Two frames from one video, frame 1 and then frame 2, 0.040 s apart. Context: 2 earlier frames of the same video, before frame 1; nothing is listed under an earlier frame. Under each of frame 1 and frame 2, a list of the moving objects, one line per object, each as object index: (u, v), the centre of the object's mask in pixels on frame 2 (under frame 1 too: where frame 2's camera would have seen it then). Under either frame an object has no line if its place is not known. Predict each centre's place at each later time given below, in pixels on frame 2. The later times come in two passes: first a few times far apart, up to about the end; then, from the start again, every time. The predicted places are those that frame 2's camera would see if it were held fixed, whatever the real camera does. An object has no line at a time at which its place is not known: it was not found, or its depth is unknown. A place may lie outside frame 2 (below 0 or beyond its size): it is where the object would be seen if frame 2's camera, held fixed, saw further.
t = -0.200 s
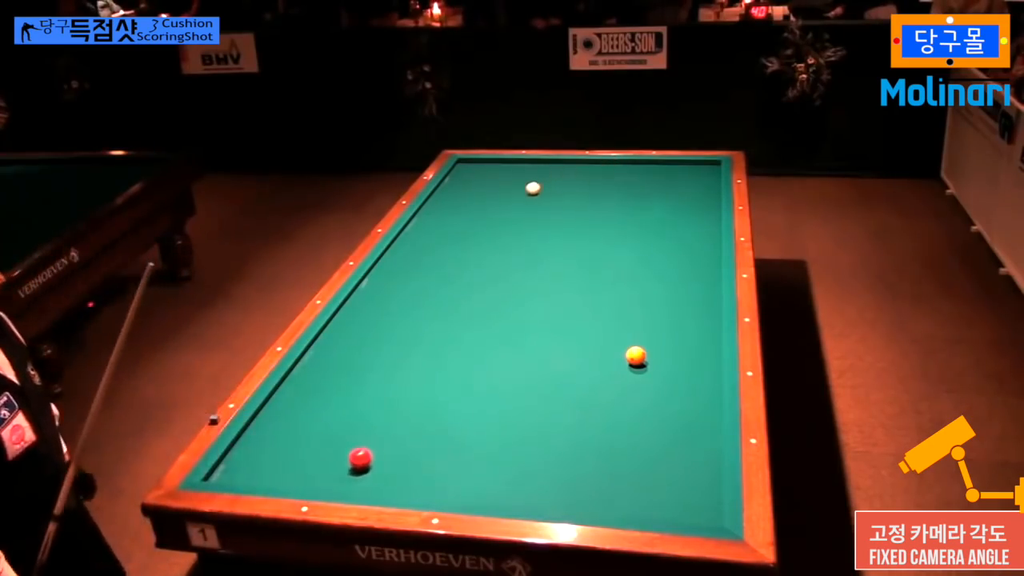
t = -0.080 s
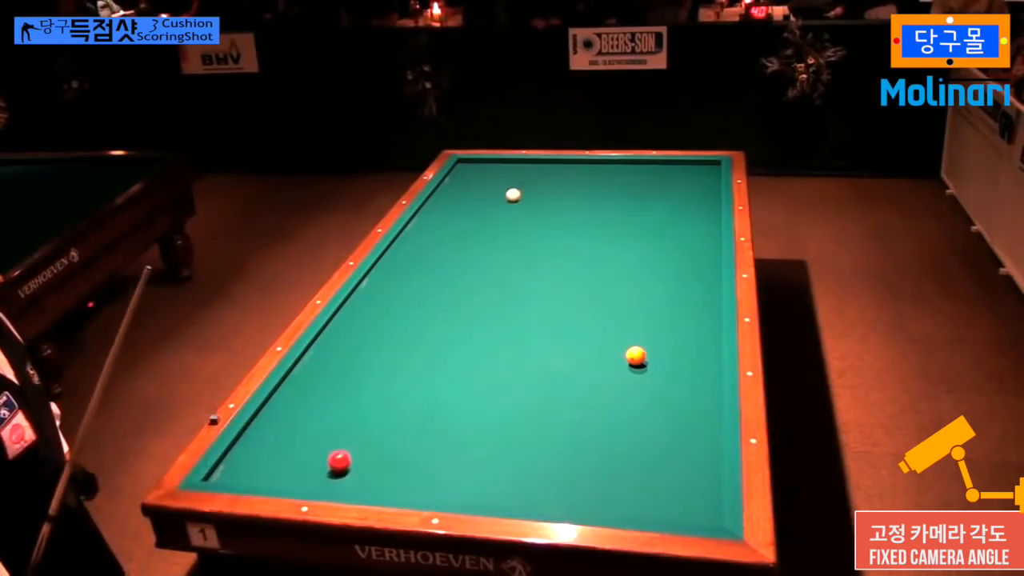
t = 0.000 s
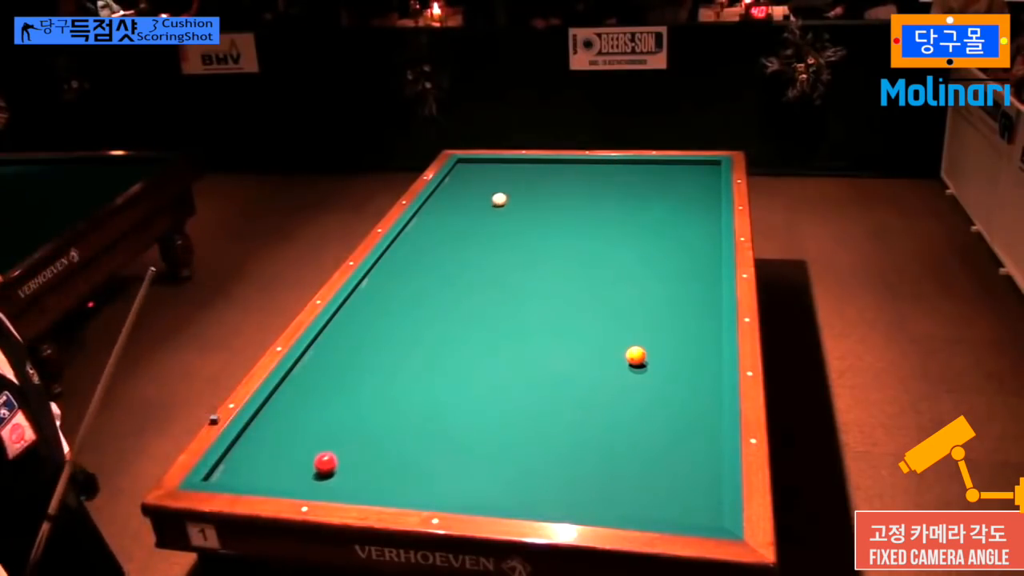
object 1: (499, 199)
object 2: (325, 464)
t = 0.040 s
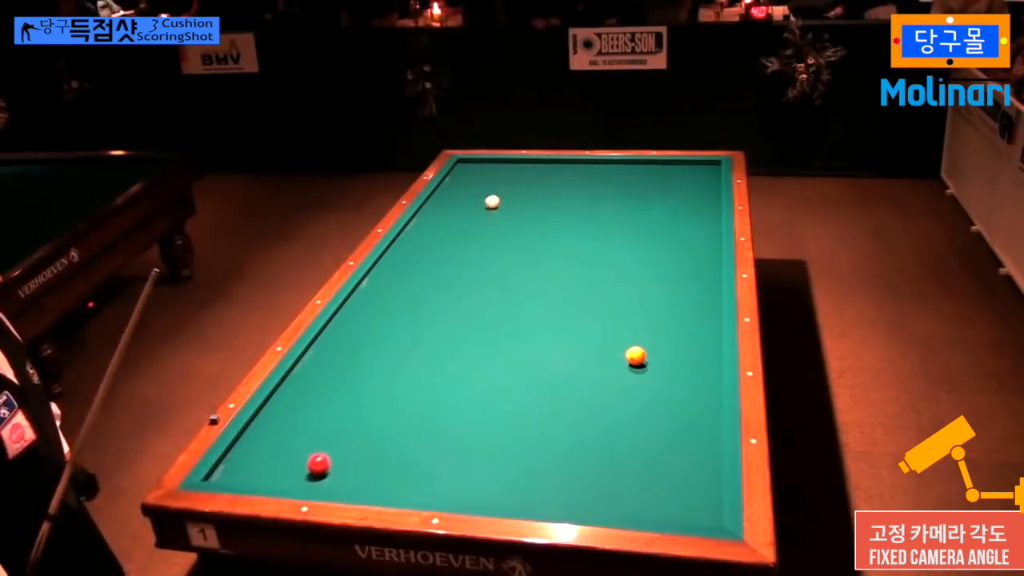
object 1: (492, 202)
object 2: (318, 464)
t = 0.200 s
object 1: (464, 211)
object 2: (291, 468)
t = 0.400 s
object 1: (427, 223)
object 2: (257, 472)
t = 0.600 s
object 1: (411, 236)
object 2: (225, 474)
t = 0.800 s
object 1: (418, 249)
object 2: (228, 472)
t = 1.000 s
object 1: (426, 263)
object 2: (244, 470)
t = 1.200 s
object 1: (433, 277)
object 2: (259, 467)
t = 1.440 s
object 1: (443, 296)
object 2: (277, 463)
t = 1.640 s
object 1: (452, 313)
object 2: (292, 460)
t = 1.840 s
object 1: (462, 331)
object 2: (305, 458)
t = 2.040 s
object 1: (472, 350)
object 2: (317, 455)
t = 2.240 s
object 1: (483, 371)
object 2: (329, 453)
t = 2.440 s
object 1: (494, 392)
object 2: (341, 450)
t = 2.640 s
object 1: (507, 416)
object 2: (351, 448)
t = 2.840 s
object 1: (520, 442)
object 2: (362, 446)
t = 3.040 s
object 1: (535, 469)
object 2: (371, 444)
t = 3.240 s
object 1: (550, 497)
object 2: (380, 442)
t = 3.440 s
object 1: (576, 497)
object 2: (388, 440)
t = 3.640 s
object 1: (604, 481)
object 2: (395, 438)
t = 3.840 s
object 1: (631, 469)
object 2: (402, 436)
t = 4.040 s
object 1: (656, 457)
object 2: (408, 435)
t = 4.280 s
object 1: (685, 443)
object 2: (414, 433)
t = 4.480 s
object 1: (707, 433)
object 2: (419, 432)
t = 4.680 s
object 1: (702, 421)
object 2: (423, 431)
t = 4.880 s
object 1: (690, 411)
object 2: (427, 430)
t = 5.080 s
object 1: (680, 401)
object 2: (430, 429)
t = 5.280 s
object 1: (670, 392)
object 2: (433, 429)
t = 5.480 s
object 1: (661, 383)
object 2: (435, 428)
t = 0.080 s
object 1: (485, 204)
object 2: (311, 465)
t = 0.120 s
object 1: (478, 206)
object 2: (305, 466)
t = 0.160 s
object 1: (471, 209)
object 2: (298, 467)
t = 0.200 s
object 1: (464, 211)
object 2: (291, 468)
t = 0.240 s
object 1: (456, 214)
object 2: (284, 469)
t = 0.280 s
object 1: (449, 216)
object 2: (277, 469)
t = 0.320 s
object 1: (442, 219)
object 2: (271, 471)
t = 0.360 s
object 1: (435, 221)
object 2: (264, 472)
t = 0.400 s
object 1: (427, 223)
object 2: (257, 472)
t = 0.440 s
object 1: (419, 226)
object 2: (251, 472)
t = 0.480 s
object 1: (412, 229)
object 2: (244, 473)
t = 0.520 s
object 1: (407, 231)
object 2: (238, 473)
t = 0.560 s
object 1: (409, 233)
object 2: (231, 474)
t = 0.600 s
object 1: (411, 236)
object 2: (225, 474)
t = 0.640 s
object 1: (412, 239)
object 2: (220, 474)
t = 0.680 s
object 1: (414, 241)
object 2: (217, 473)
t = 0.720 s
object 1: (415, 244)
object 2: (221, 473)
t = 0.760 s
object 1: (417, 247)
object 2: (224, 472)
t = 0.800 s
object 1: (418, 249)
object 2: (228, 472)
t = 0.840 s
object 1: (419, 252)
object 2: (231, 472)
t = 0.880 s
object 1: (421, 255)
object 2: (234, 471)
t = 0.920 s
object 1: (422, 257)
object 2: (237, 471)
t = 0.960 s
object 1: (424, 260)
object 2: (241, 470)
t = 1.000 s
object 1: (426, 263)
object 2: (244, 470)
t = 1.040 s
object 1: (427, 266)
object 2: (247, 470)
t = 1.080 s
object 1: (429, 269)
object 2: (250, 469)
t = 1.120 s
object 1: (430, 272)
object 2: (253, 468)
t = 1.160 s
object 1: (432, 275)
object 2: (256, 467)
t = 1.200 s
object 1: (433, 277)
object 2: (259, 467)
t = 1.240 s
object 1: (435, 281)
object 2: (263, 466)
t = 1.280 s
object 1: (437, 284)
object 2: (266, 466)
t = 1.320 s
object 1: (438, 287)
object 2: (269, 465)
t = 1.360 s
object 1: (440, 290)
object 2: (272, 464)
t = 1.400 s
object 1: (442, 293)
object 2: (274, 464)
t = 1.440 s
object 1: (443, 296)
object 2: (277, 463)
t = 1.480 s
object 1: (445, 300)
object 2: (280, 462)
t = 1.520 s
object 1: (447, 303)
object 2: (283, 462)
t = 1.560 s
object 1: (449, 306)
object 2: (286, 461)
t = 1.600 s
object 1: (451, 310)
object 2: (289, 461)
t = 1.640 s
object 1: (452, 313)
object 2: (292, 460)
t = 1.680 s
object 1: (454, 317)
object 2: (294, 460)
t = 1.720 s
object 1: (456, 320)
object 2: (297, 459)
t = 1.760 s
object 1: (458, 324)
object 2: (299, 459)
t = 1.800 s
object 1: (460, 327)
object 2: (302, 458)
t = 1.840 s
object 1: (462, 331)
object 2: (305, 458)
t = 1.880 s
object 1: (464, 335)
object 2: (307, 457)
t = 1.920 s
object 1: (466, 339)
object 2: (310, 457)
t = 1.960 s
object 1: (468, 343)
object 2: (312, 456)
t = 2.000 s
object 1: (470, 346)
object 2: (315, 456)
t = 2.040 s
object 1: (472, 350)
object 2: (317, 455)
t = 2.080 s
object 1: (474, 354)
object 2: (320, 454)
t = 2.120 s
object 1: (476, 358)
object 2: (322, 454)
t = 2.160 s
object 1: (478, 362)
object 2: (325, 453)
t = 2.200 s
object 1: (481, 366)
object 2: (327, 453)
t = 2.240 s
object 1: (483, 371)
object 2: (329, 453)
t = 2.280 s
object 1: (485, 375)
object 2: (332, 452)
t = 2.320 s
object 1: (487, 379)
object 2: (334, 452)
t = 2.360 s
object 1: (489, 384)
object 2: (336, 451)
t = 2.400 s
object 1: (492, 388)
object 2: (339, 450)
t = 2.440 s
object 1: (494, 392)
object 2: (341, 450)
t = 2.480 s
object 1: (497, 397)
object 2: (343, 450)
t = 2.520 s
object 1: (499, 402)
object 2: (345, 449)
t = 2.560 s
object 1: (502, 407)
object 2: (347, 449)
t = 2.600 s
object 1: (504, 411)
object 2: (349, 448)
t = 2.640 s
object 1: (507, 416)
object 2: (351, 448)
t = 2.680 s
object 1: (509, 421)
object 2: (354, 448)
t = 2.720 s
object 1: (512, 426)
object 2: (356, 447)
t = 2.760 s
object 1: (515, 431)
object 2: (358, 447)
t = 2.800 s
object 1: (517, 436)
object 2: (360, 446)
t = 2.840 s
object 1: (520, 442)
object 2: (362, 446)
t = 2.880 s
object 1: (523, 447)
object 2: (363, 445)
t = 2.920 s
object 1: (526, 453)
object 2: (365, 445)
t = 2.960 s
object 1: (529, 458)
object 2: (367, 445)
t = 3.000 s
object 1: (532, 464)
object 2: (369, 444)
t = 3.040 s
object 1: (535, 469)
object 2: (371, 444)
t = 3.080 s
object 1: (538, 475)
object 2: (373, 443)
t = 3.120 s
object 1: (540, 481)
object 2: (374, 443)
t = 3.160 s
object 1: (543, 487)
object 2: (376, 443)
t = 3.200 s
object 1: (547, 493)
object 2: (378, 442)
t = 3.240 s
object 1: (550, 497)
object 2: (380, 442)
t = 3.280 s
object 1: (553, 501)
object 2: (381, 441)
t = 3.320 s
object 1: (558, 502)
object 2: (383, 441)
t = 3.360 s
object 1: (564, 500)
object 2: (385, 441)
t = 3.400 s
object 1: (570, 499)
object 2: (386, 440)
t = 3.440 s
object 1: (576, 497)
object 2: (388, 440)
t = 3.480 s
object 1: (581, 492)
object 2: (389, 440)
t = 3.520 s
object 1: (587, 489)
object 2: (391, 439)
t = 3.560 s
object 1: (593, 487)
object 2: (392, 439)
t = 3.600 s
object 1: (598, 483)
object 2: (394, 439)
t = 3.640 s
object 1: (604, 481)
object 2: (395, 438)
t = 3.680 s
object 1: (609, 479)
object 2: (397, 438)
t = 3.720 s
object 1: (615, 476)
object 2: (398, 438)
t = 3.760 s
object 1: (620, 474)
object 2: (399, 437)
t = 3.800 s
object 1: (625, 471)
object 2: (401, 437)
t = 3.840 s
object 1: (631, 469)
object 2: (402, 436)
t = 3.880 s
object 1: (636, 466)
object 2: (403, 436)
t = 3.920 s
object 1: (641, 464)
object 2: (405, 436)
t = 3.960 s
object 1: (646, 461)
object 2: (406, 436)
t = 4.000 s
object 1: (651, 459)
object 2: (407, 435)
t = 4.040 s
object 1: (656, 457)
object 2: (408, 435)
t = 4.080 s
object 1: (661, 454)
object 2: (409, 435)
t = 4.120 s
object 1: (666, 452)
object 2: (410, 435)
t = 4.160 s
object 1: (671, 450)
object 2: (411, 434)
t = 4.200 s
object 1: (675, 448)
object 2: (412, 434)
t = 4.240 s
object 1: (680, 445)
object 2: (413, 433)
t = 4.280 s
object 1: (685, 443)
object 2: (414, 433)
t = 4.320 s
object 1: (689, 441)
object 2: (415, 433)
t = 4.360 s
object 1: (694, 439)
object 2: (416, 433)
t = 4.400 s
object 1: (698, 437)
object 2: (418, 433)
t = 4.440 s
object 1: (703, 435)
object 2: (418, 432)
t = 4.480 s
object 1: (707, 433)
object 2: (419, 432)
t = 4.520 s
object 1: (711, 430)
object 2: (420, 432)
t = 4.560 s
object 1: (709, 428)
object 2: (421, 432)
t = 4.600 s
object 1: (706, 426)
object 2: (422, 431)
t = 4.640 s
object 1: (704, 424)
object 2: (423, 431)
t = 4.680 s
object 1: (702, 421)
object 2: (423, 431)
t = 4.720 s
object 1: (699, 419)
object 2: (424, 431)
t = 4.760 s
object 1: (697, 417)
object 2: (425, 431)
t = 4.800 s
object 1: (694, 415)
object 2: (426, 430)
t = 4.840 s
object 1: (692, 413)
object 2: (426, 430)
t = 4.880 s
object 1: (690, 411)
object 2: (427, 430)
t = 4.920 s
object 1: (688, 409)
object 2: (428, 430)
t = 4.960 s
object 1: (686, 407)
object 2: (428, 430)
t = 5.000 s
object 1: (684, 405)
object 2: (429, 429)
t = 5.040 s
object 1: (682, 403)
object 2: (429, 429)
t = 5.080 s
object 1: (680, 401)
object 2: (430, 429)
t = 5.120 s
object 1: (678, 399)
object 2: (431, 429)
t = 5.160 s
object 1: (676, 397)
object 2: (431, 429)
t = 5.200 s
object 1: (674, 395)
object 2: (432, 429)
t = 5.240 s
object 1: (672, 393)
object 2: (432, 429)
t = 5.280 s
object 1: (670, 392)
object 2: (433, 429)
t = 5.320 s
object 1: (669, 390)
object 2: (433, 429)
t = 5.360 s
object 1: (667, 388)
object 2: (434, 428)
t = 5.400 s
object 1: (665, 386)
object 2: (434, 428)
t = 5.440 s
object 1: (663, 385)
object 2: (434, 428)
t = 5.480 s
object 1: (661, 383)
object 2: (435, 428)
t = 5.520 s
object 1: (660, 381)
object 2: (435, 428)
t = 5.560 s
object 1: (658, 380)
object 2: (435, 428)
